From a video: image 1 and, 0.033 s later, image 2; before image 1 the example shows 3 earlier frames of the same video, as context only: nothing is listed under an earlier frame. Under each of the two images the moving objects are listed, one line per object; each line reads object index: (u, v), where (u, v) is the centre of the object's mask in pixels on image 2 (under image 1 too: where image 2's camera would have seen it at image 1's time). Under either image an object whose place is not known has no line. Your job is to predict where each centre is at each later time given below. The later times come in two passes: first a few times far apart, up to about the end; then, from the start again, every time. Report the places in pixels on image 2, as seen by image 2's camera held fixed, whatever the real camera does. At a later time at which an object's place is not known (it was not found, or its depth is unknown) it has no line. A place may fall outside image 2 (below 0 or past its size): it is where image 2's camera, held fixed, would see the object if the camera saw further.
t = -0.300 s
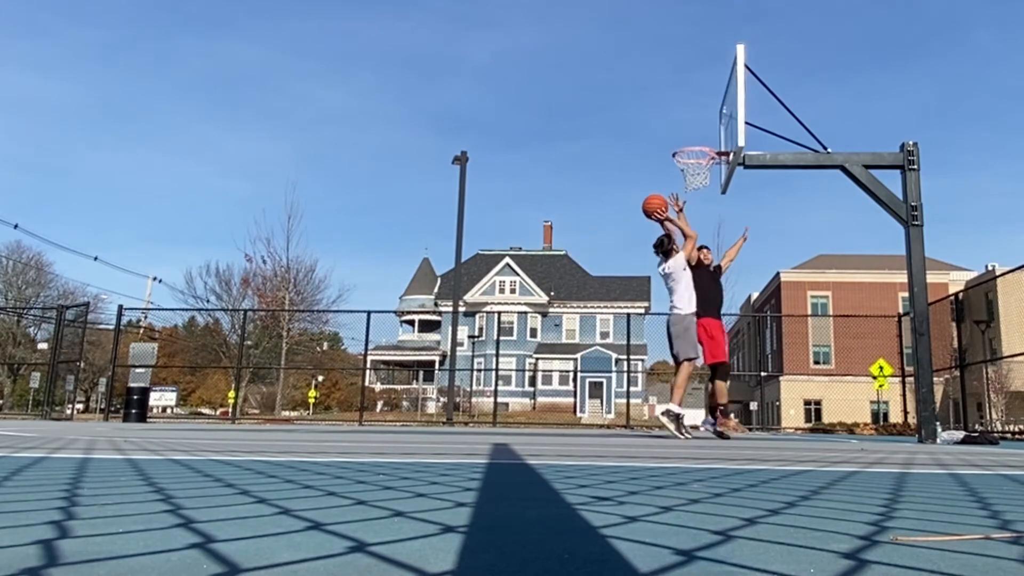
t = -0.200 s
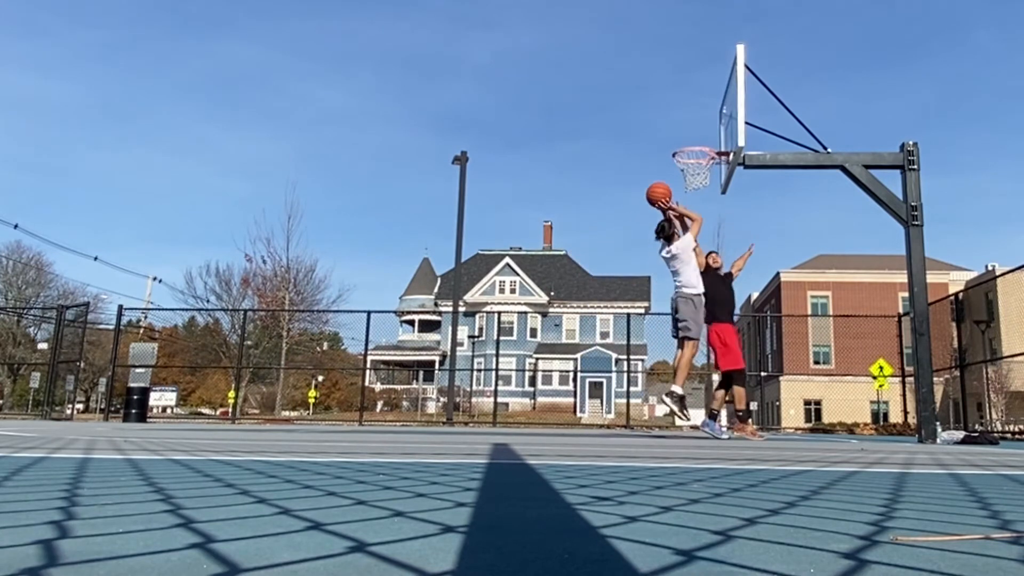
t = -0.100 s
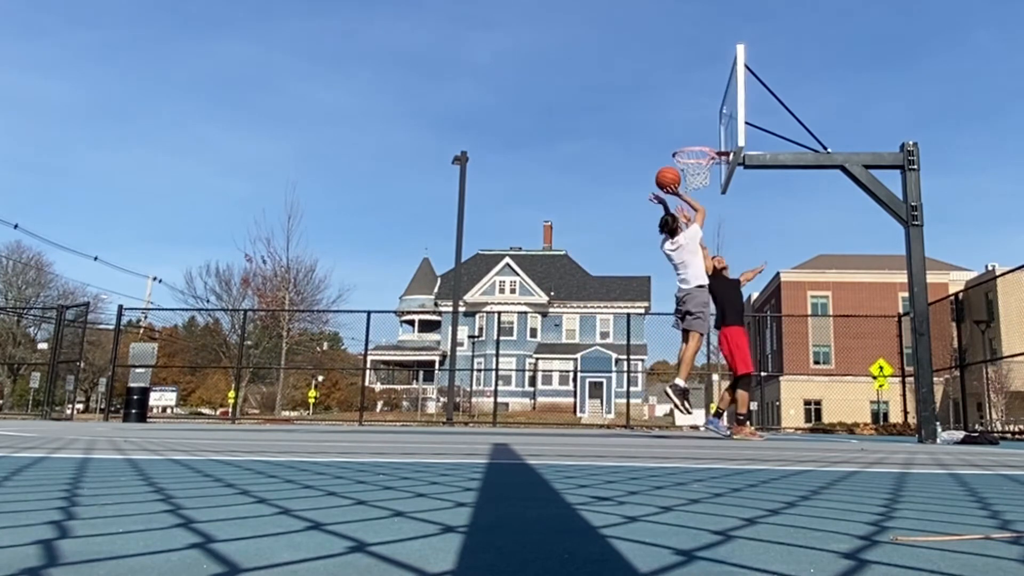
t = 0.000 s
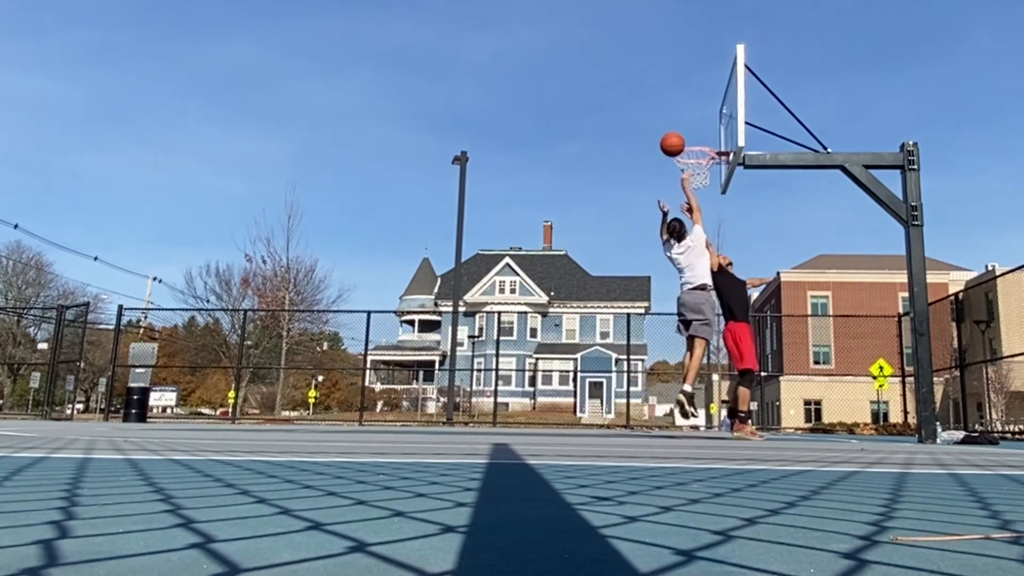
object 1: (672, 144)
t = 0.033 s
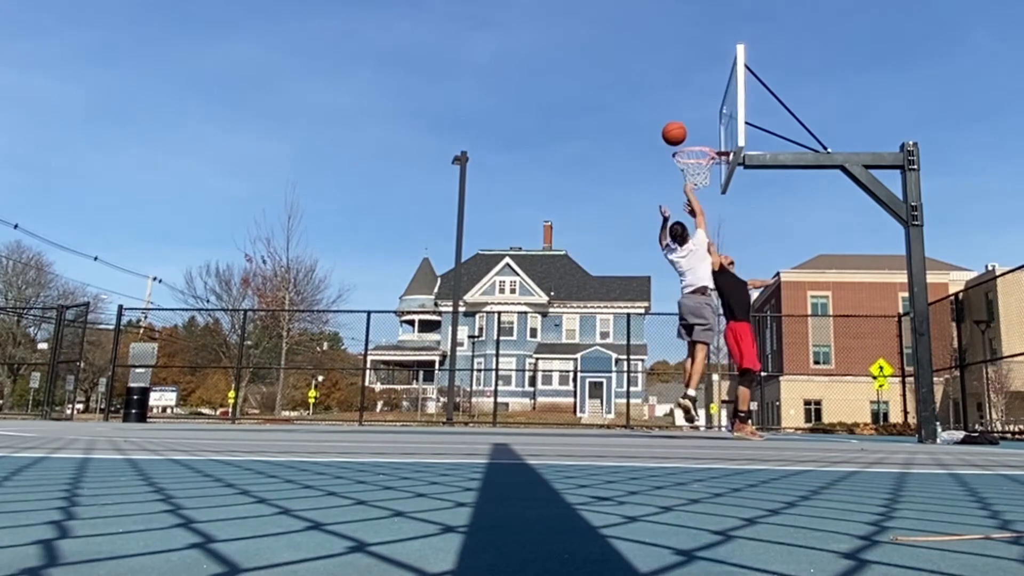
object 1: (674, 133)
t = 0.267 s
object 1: (685, 91)
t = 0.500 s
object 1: (696, 100)
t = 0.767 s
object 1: (700, 157)
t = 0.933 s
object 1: (678, 177)
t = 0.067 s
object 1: (676, 124)
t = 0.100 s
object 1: (677, 116)
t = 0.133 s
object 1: (679, 108)
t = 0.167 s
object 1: (681, 103)
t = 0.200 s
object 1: (682, 98)
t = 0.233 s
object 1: (684, 94)
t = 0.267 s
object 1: (685, 91)
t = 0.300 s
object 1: (687, 90)
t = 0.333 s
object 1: (688, 89)
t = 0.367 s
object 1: (690, 90)
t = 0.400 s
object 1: (692, 91)
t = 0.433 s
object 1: (693, 93)
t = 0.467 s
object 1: (695, 96)
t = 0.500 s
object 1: (696, 100)
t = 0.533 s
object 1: (698, 105)
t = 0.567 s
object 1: (699, 111)
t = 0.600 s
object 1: (700, 118)
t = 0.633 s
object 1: (702, 125)
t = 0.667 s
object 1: (703, 134)
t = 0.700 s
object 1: (705, 140)
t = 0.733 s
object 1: (705, 151)
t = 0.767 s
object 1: (700, 157)
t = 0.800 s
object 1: (694, 163)
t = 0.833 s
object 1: (689, 171)
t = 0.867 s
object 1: (684, 176)
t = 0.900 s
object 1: (681, 177)
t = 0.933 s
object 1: (678, 177)
